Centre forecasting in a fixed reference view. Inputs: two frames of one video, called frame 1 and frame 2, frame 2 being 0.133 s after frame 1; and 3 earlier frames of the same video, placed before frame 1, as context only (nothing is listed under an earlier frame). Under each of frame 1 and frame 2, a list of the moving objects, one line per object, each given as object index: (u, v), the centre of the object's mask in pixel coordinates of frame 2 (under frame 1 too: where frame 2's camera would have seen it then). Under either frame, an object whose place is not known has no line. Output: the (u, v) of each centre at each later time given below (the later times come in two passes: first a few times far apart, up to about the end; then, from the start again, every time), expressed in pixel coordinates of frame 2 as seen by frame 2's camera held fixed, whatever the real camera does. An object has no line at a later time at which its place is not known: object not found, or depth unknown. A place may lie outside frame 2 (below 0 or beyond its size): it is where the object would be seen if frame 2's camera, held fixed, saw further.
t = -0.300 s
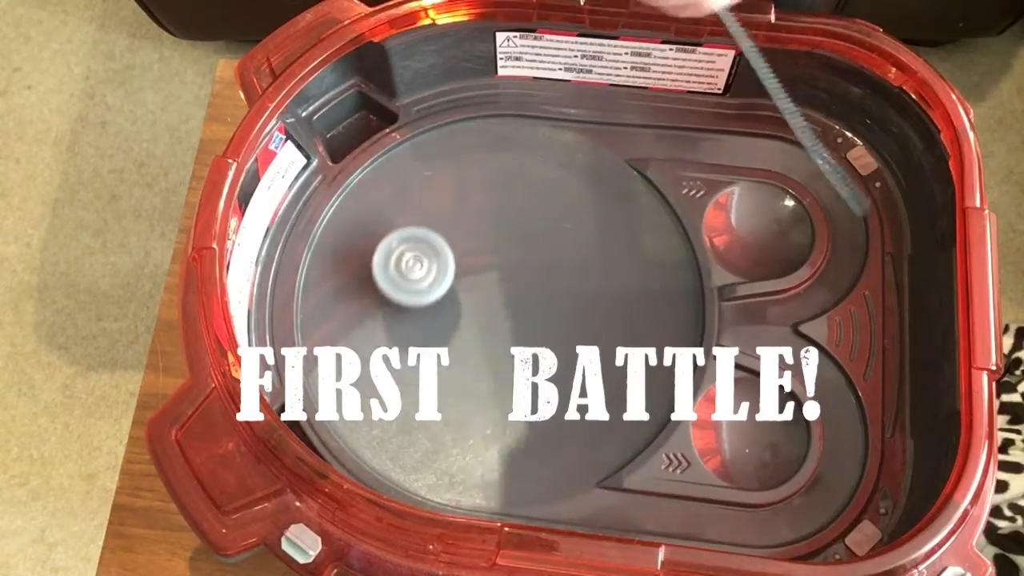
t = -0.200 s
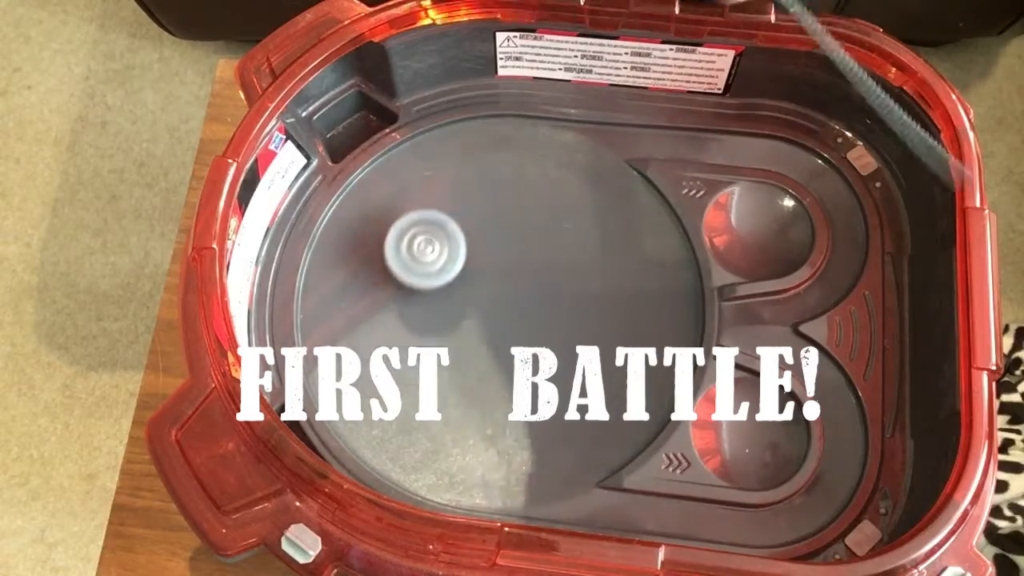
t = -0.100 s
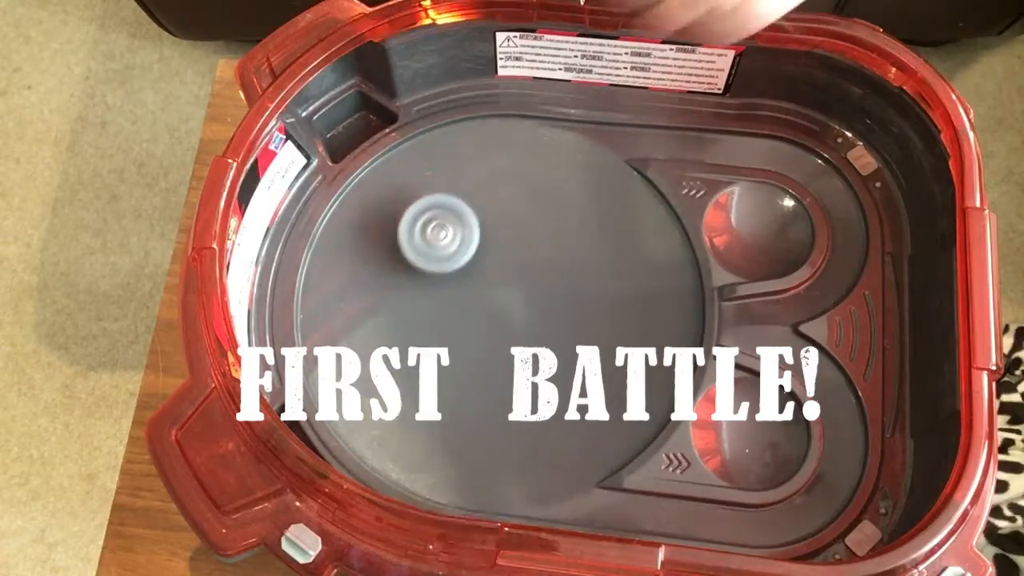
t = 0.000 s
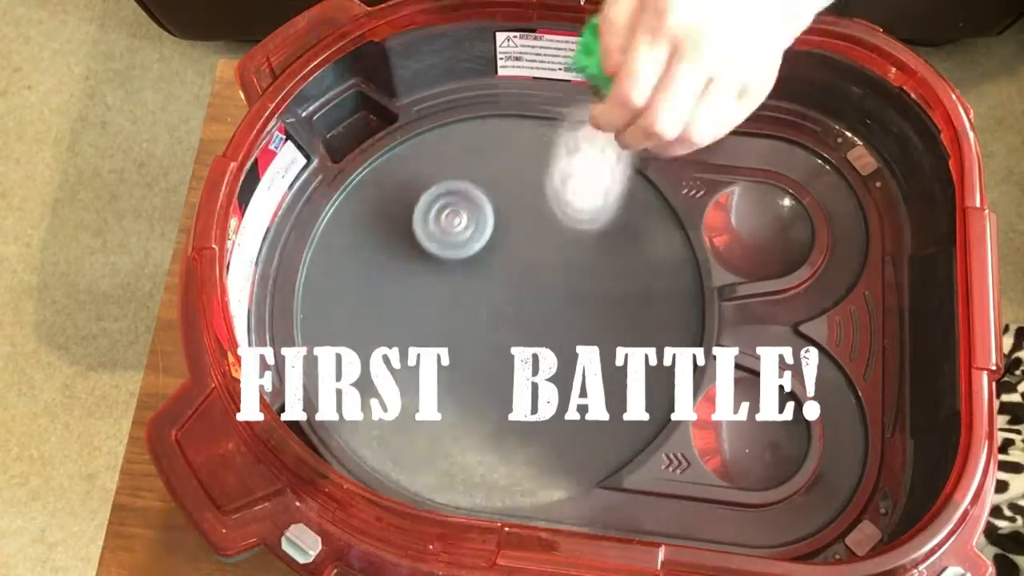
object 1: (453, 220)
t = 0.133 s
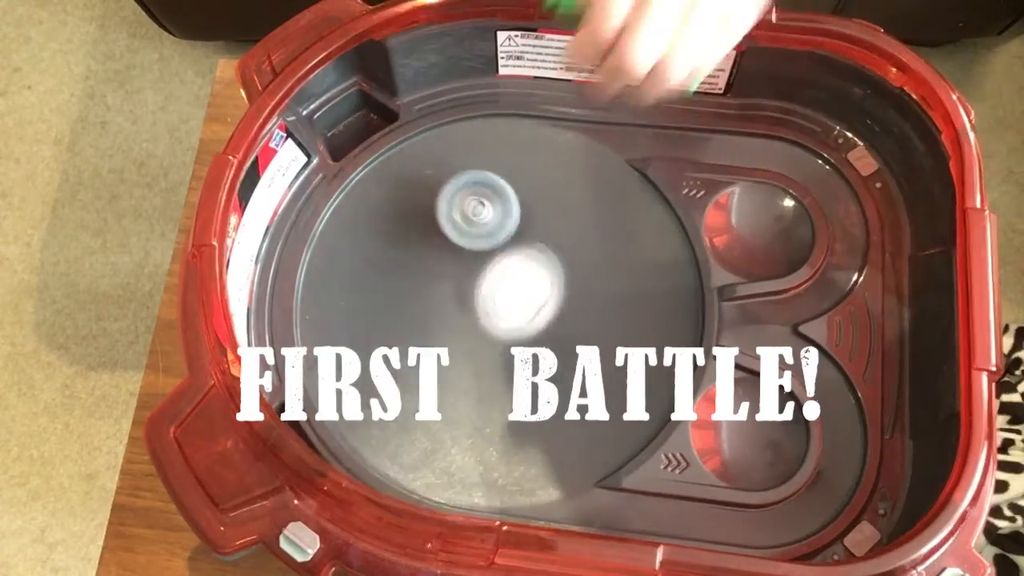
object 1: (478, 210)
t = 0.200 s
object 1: (495, 223)
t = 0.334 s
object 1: (531, 238)
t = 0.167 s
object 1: (486, 218)
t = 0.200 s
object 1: (495, 223)
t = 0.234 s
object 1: (505, 228)
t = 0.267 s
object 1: (514, 233)
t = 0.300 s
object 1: (523, 234)
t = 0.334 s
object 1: (531, 238)
